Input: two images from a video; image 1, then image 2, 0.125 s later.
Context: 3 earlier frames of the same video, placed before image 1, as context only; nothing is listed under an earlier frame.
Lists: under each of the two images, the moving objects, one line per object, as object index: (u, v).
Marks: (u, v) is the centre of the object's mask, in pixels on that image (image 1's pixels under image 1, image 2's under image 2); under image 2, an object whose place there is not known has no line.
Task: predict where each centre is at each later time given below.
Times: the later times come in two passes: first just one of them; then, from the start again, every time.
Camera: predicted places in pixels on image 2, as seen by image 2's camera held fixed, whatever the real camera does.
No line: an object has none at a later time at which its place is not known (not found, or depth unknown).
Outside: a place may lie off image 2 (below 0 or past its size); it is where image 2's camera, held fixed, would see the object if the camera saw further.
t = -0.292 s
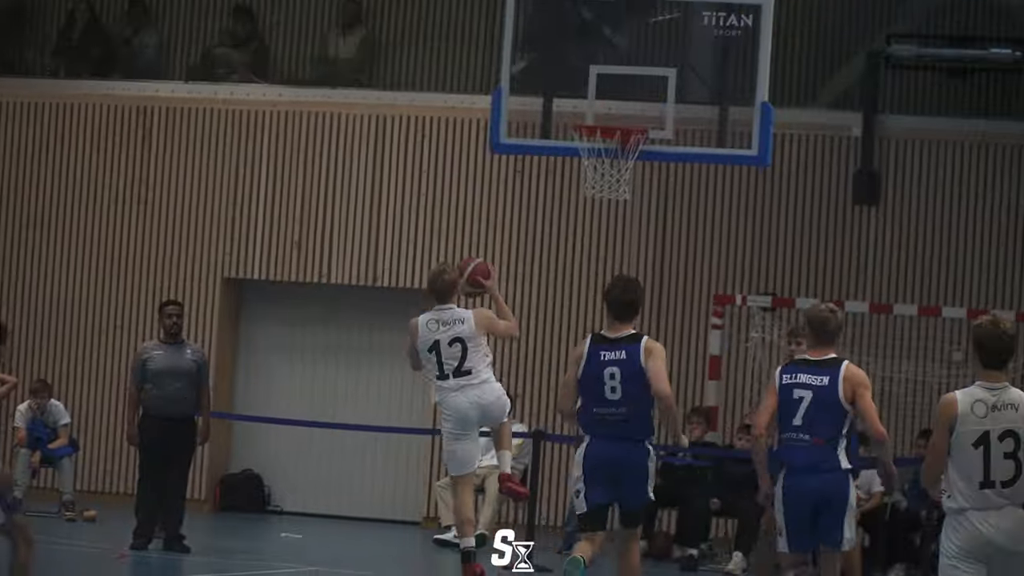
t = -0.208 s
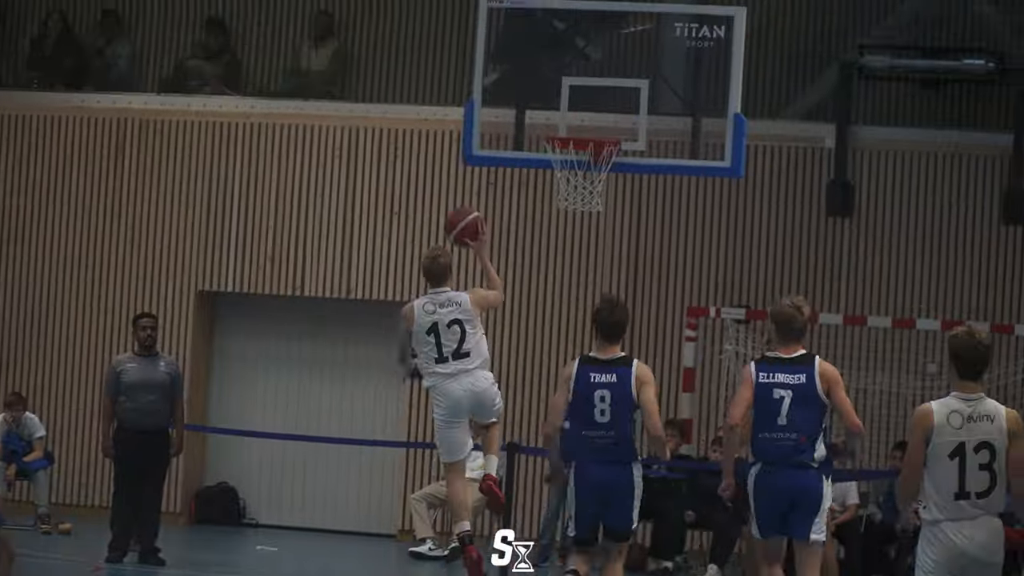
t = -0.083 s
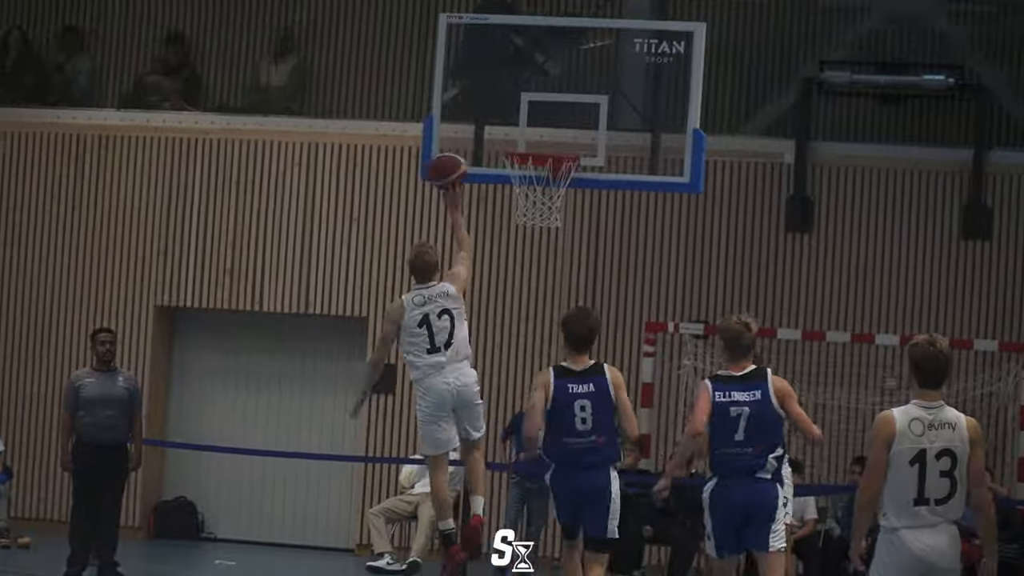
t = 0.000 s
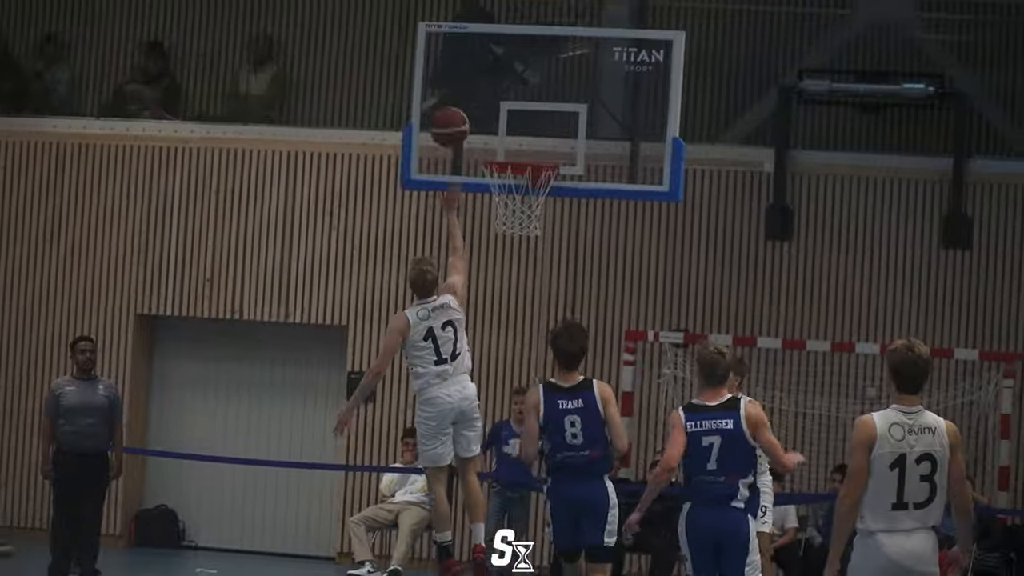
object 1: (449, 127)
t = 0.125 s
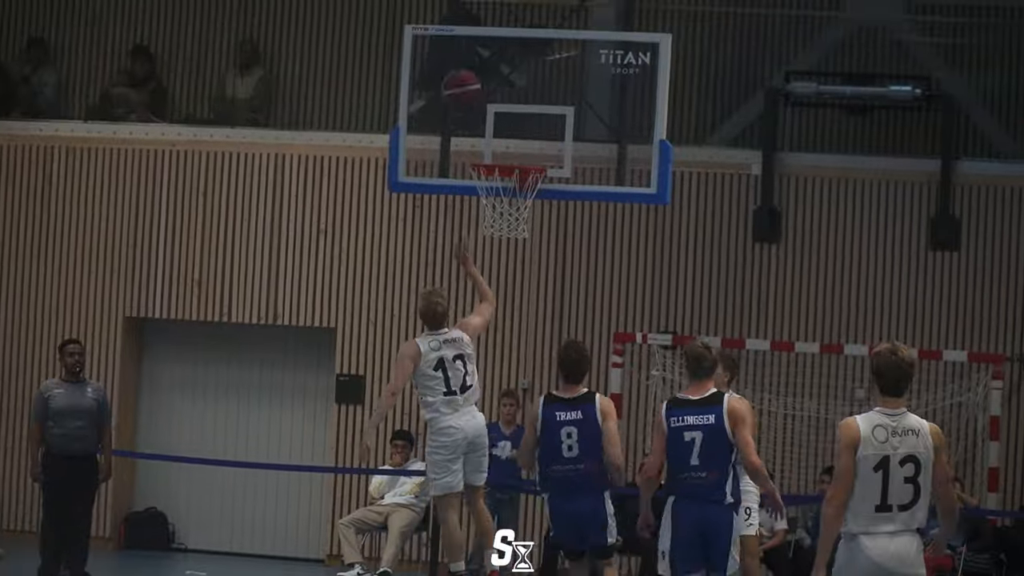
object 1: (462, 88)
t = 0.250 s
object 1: (484, 70)
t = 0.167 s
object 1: (469, 79)
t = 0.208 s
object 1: (478, 76)
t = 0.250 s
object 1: (484, 70)
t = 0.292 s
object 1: (489, 68)
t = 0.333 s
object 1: (497, 71)
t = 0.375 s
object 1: (505, 76)
